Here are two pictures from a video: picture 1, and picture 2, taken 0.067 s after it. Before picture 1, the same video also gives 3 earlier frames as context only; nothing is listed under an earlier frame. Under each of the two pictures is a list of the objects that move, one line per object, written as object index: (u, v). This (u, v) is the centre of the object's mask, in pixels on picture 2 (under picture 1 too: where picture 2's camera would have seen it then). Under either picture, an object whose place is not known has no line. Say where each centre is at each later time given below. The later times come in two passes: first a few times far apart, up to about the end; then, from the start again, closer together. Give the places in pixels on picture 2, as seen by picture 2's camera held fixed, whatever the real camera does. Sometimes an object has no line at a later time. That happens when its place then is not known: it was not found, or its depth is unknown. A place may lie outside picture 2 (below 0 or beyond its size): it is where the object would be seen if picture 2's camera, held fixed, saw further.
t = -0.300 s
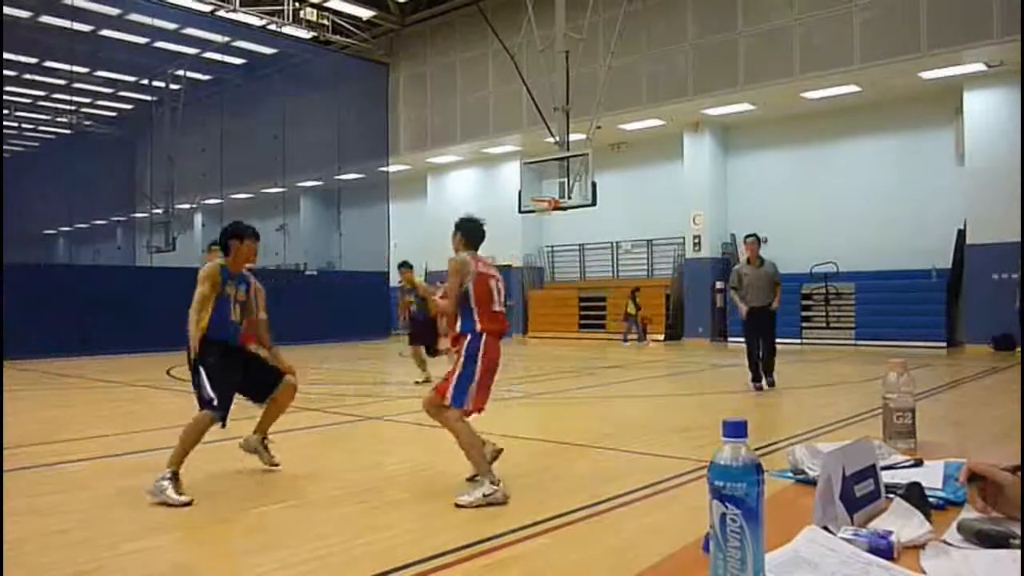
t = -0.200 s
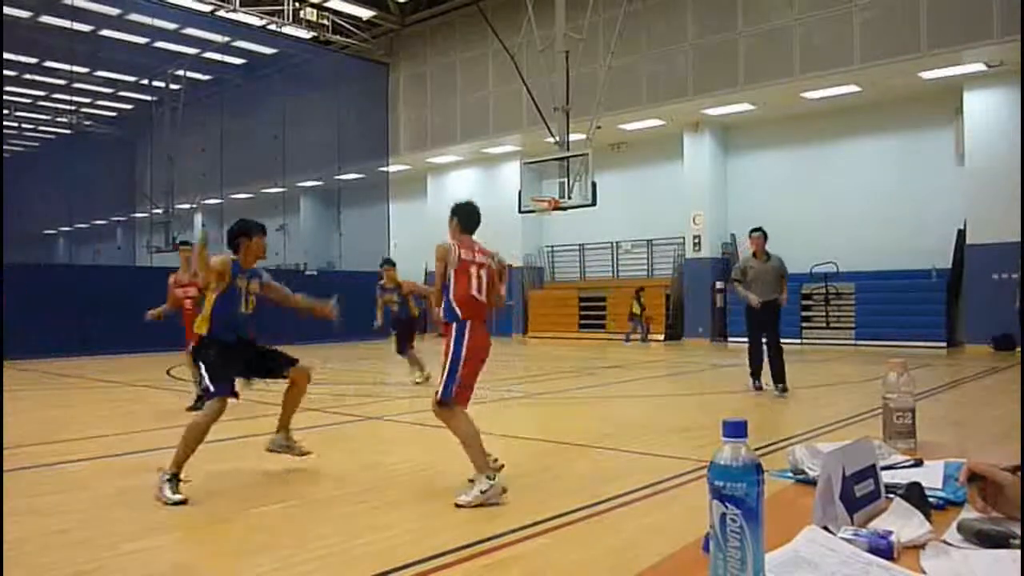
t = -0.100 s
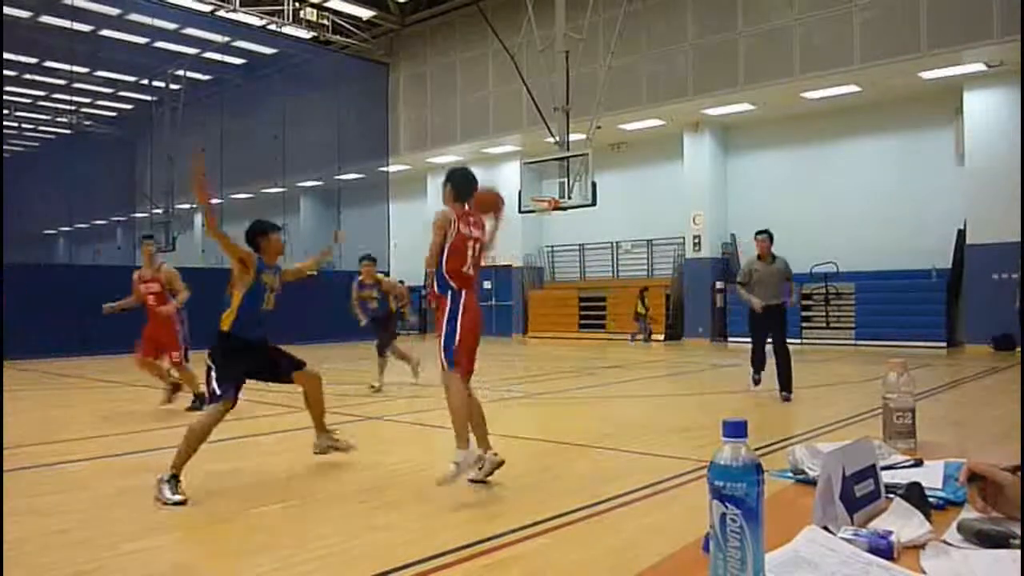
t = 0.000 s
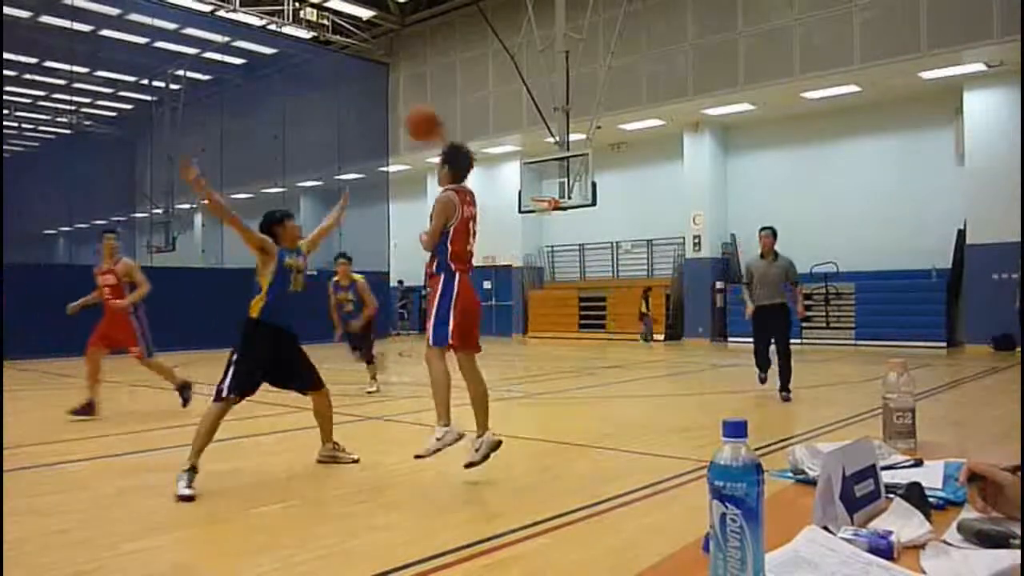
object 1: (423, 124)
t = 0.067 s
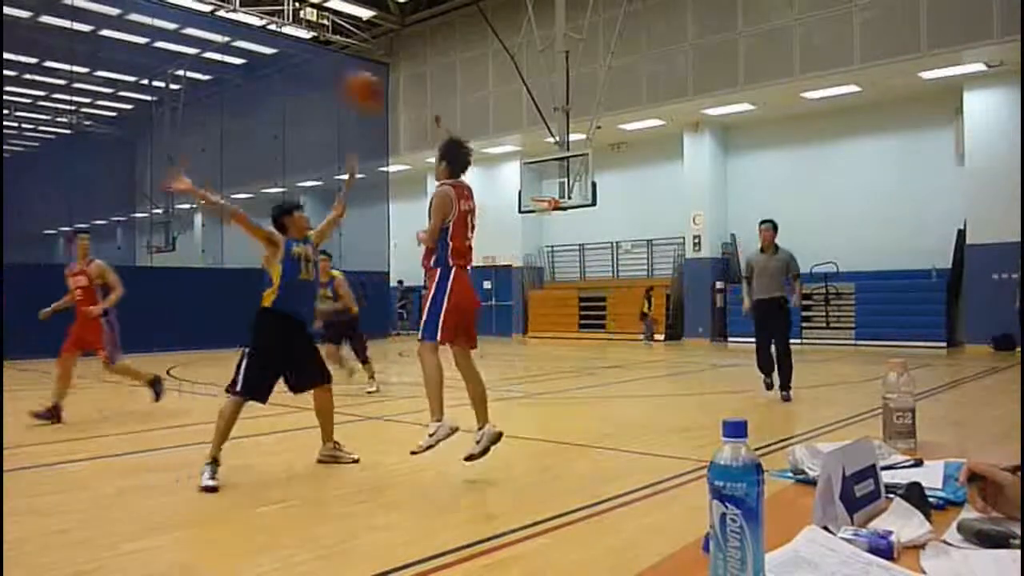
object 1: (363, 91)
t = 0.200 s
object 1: (244, 44)
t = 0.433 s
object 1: (51, 29)
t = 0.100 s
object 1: (332, 76)
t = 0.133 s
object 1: (301, 63)
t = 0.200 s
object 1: (244, 44)
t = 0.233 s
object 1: (216, 38)
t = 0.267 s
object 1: (187, 32)
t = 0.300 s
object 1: (160, 30)
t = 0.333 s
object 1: (134, 27)
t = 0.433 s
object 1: (51, 29)
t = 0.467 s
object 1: (24, 33)
